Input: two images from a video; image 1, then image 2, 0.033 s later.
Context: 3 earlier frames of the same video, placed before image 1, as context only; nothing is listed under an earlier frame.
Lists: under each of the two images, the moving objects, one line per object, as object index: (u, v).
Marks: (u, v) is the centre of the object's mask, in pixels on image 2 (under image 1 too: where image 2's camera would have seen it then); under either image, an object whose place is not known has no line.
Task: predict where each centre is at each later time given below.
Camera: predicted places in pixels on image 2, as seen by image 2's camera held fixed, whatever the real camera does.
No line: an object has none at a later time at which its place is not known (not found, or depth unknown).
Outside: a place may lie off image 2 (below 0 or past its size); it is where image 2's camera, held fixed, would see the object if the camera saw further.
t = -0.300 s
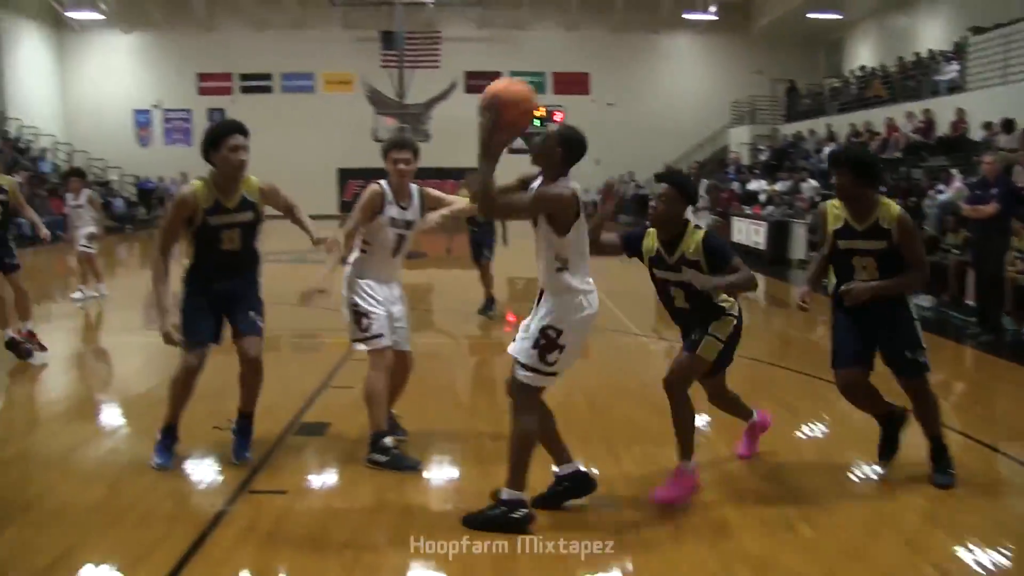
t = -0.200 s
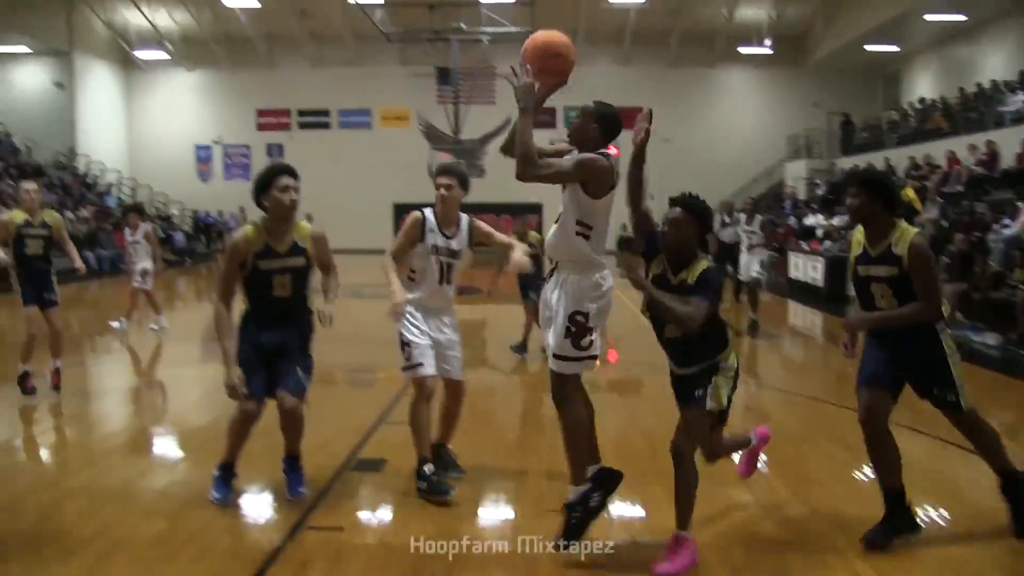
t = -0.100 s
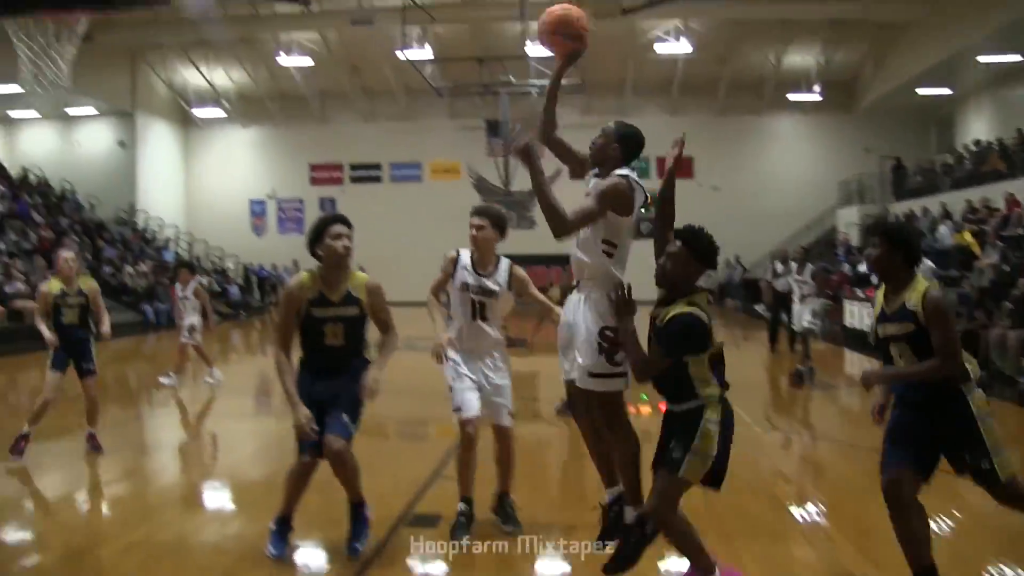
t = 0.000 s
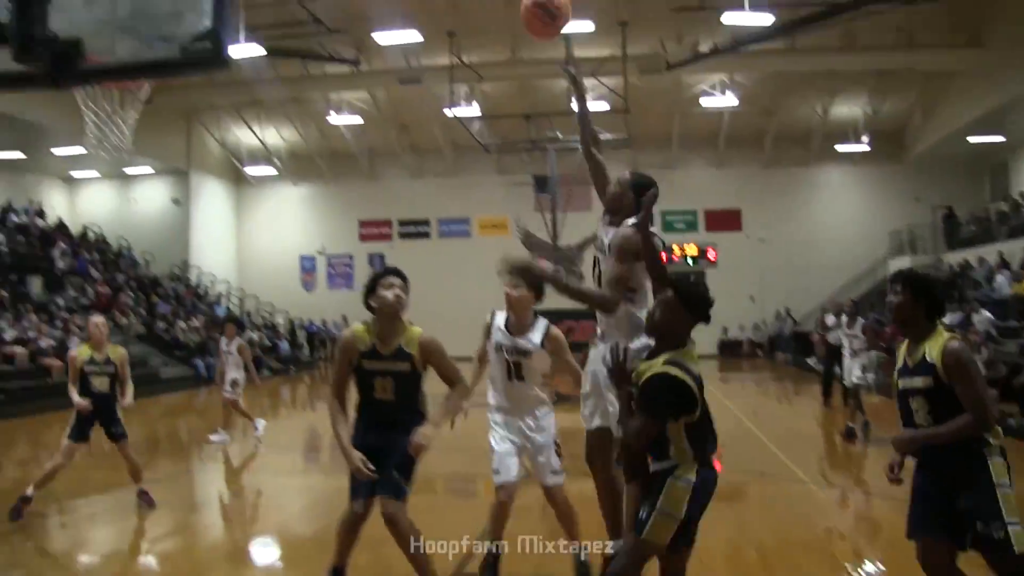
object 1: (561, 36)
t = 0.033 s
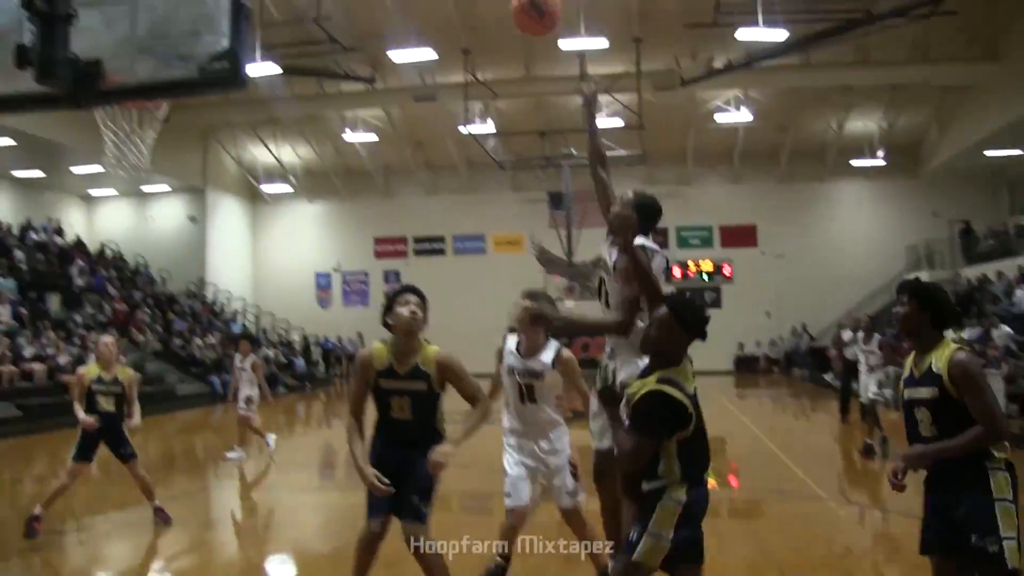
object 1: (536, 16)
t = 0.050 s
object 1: (525, 8)
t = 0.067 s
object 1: (514, 0)
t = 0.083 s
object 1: (502, -7)
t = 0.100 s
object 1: (491, -14)
